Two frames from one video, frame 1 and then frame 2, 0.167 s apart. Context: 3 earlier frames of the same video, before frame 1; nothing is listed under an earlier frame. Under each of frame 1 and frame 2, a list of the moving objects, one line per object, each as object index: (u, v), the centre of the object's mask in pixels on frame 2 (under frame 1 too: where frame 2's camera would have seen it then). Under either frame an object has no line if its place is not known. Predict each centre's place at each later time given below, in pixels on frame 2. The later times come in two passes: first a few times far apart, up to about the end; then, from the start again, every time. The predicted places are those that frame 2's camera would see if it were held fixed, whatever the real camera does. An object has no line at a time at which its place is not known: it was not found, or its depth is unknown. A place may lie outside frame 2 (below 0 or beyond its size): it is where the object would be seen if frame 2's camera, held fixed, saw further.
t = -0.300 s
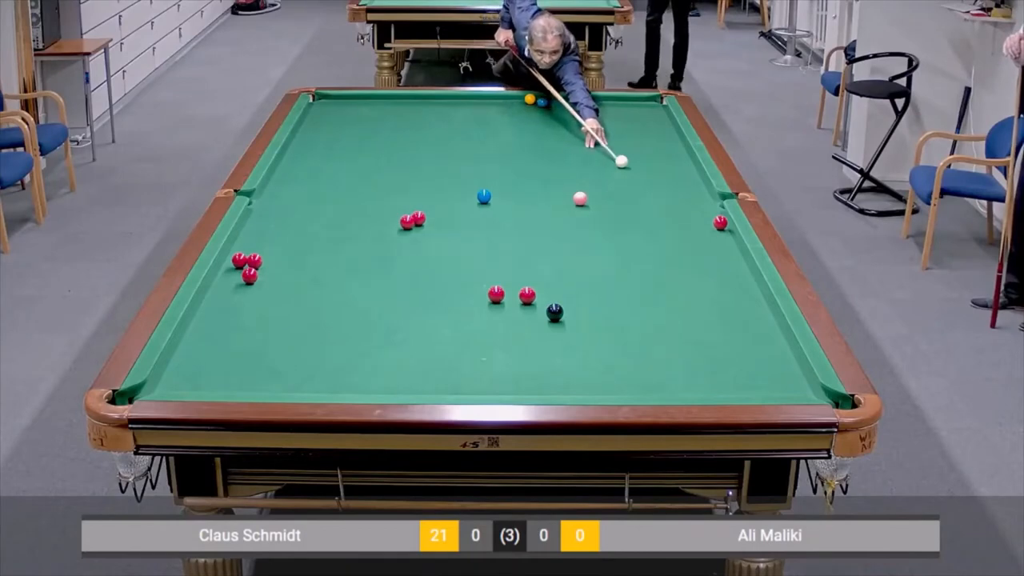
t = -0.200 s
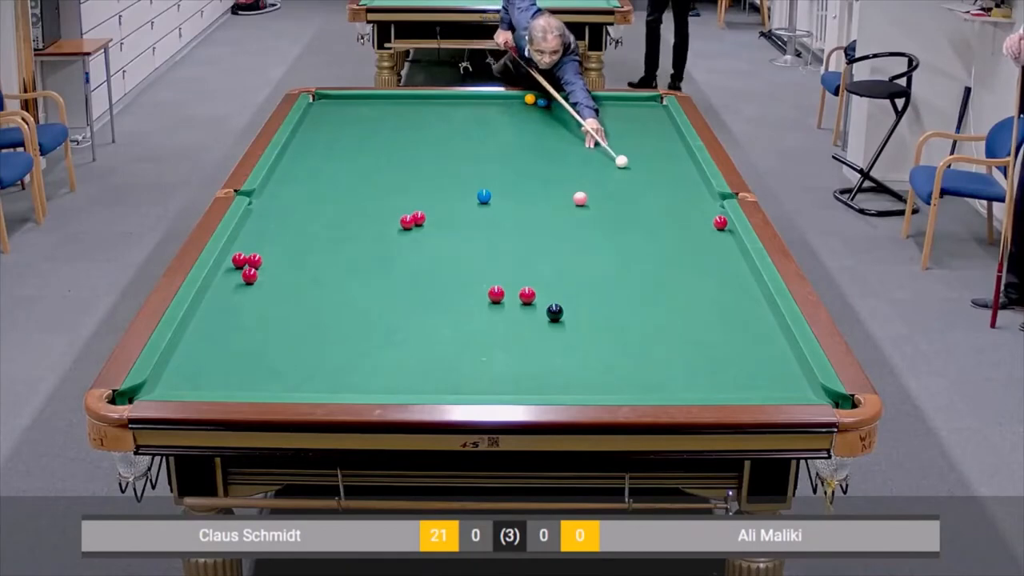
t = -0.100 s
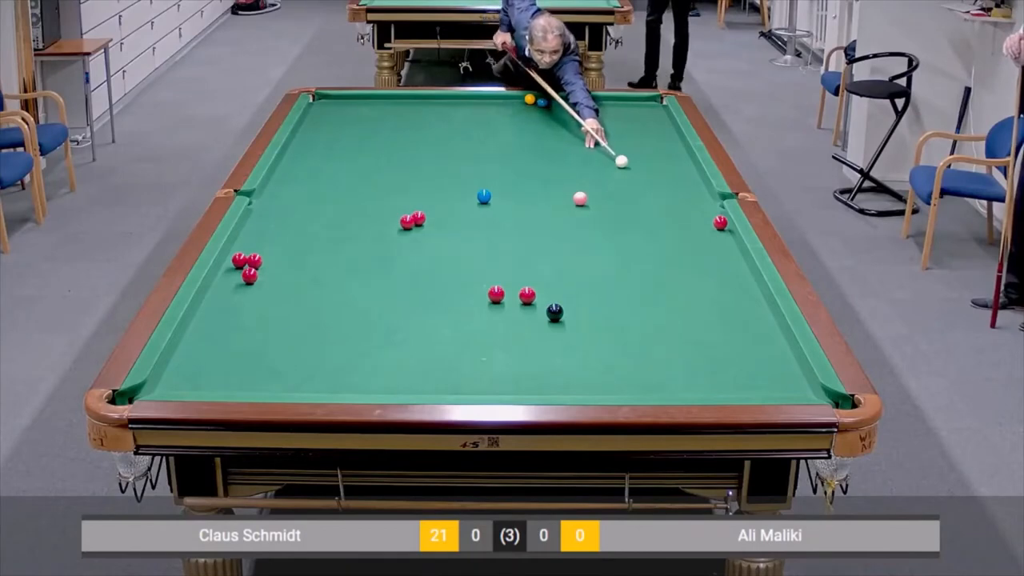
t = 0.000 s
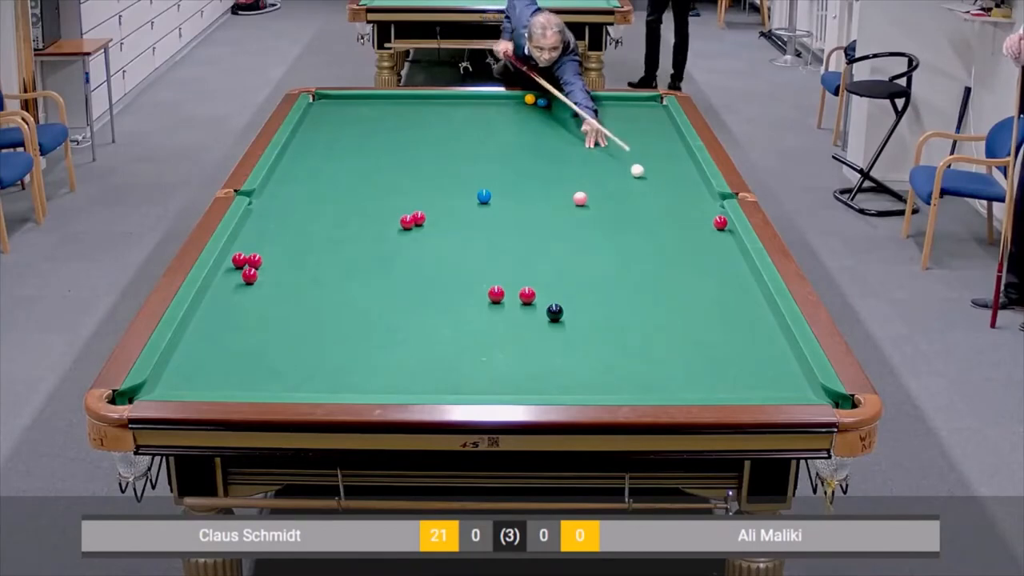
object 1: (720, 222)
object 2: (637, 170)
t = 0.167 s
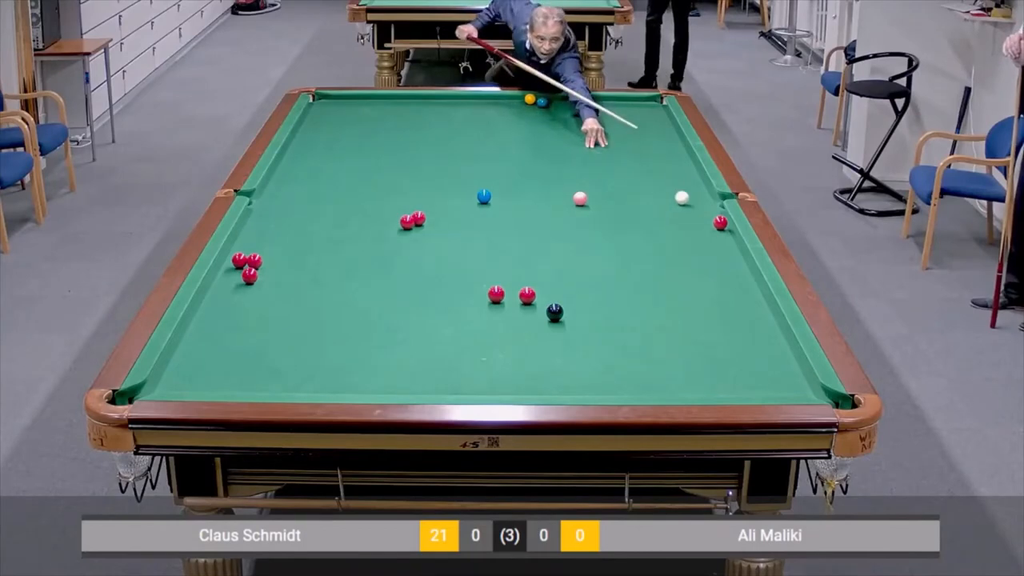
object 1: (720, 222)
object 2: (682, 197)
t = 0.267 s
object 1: (720, 222)
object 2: (709, 213)
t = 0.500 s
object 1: (732, 254)
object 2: (716, 219)
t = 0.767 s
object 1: (734, 289)
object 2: (705, 220)
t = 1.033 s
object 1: (735, 326)
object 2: (695, 222)
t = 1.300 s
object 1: (736, 369)
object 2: (686, 223)
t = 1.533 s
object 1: (728, 385)
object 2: (681, 224)
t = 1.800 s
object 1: (704, 359)
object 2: (675, 225)
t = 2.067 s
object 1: (683, 337)
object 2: (671, 225)
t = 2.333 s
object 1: (664, 318)
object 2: (669, 226)
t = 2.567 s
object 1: (649, 304)
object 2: (668, 226)
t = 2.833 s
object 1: (633, 289)
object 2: (668, 226)
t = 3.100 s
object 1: (619, 275)
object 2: (668, 226)
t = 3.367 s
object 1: (606, 263)
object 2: (668, 226)
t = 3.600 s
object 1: (596, 254)
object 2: (668, 226)
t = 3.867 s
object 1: (586, 245)
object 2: (668, 226)
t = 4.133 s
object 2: (668, 226)
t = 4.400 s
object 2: (668, 226)
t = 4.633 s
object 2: (668, 226)
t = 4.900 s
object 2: (668, 226)
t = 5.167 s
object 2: (668, 226)
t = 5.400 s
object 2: (668, 226)
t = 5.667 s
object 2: (668, 226)
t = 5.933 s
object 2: (668, 226)
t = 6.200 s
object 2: (668, 226)
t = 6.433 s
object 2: (668, 226)
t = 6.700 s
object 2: (668, 226)
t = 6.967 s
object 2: (668, 226)
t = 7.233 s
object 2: (668, 226)
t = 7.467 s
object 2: (668, 226)
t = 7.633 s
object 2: (668, 226)
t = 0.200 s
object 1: (720, 222)
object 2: (691, 203)
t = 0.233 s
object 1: (720, 222)
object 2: (700, 208)
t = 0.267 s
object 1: (720, 222)
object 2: (709, 213)
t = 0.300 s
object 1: (722, 224)
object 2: (715, 216)
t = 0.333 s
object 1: (727, 229)
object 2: (720, 218)
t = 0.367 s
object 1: (732, 235)
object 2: (723, 218)
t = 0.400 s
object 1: (732, 240)
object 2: (721, 218)
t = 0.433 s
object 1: (732, 245)
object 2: (719, 219)
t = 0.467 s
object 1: (732, 250)
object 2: (718, 219)
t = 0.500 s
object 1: (732, 254)
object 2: (716, 219)
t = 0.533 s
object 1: (733, 259)
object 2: (715, 219)
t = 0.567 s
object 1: (733, 263)
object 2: (713, 219)
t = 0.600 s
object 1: (733, 268)
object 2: (712, 219)
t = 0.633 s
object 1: (733, 272)
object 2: (710, 220)
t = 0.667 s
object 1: (733, 276)
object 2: (709, 220)
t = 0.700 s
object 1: (733, 280)
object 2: (707, 220)
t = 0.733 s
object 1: (733, 285)
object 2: (706, 220)
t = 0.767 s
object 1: (734, 289)
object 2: (705, 220)
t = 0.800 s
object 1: (734, 293)
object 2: (703, 221)
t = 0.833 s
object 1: (734, 298)
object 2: (702, 221)
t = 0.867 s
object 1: (734, 303)
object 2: (701, 221)
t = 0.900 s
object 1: (734, 307)
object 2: (699, 221)
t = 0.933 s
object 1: (734, 312)
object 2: (698, 221)
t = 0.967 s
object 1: (734, 317)
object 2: (697, 222)
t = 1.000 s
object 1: (735, 322)
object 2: (696, 222)
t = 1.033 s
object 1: (735, 326)
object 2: (695, 222)
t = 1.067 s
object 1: (735, 331)
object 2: (694, 222)
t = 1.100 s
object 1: (735, 337)
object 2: (692, 222)
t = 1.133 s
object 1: (735, 342)
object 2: (691, 222)
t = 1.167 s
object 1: (735, 347)
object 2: (690, 223)
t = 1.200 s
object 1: (736, 352)
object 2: (689, 223)
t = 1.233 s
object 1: (736, 358)
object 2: (688, 223)
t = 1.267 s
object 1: (736, 363)
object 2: (687, 223)
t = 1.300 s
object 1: (736, 369)
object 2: (686, 223)
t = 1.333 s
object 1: (736, 374)
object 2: (685, 223)
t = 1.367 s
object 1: (736, 380)
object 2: (685, 223)
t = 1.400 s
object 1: (736, 385)
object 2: (684, 224)
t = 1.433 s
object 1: (736, 389)
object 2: (683, 224)
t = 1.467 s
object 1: (736, 391)
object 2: (682, 224)
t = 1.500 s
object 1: (732, 388)
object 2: (681, 224)
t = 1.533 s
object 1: (728, 385)
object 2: (681, 224)
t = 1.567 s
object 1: (725, 381)
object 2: (680, 224)
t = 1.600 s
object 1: (722, 377)
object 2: (679, 224)
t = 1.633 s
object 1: (718, 374)
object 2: (678, 224)
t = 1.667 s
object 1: (715, 370)
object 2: (678, 224)
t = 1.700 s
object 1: (712, 367)
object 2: (677, 224)
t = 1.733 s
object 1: (710, 365)
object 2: (676, 224)
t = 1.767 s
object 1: (707, 362)
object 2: (676, 225)
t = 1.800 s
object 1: (704, 359)
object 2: (675, 225)
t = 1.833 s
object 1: (701, 356)
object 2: (674, 225)
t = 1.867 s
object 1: (699, 353)
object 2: (674, 225)
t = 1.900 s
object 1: (696, 350)
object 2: (673, 225)
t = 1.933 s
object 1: (693, 348)
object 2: (673, 225)
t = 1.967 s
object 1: (691, 345)
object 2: (672, 225)
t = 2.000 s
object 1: (688, 342)
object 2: (672, 225)
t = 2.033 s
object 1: (685, 340)
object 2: (671, 225)
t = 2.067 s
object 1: (683, 337)
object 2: (671, 225)
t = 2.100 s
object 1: (681, 335)
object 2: (671, 225)
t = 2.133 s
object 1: (678, 333)
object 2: (670, 225)
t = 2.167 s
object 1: (676, 330)
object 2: (670, 225)
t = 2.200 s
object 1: (673, 328)
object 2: (670, 225)
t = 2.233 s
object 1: (671, 325)
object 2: (669, 225)
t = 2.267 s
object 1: (669, 323)
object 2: (669, 225)
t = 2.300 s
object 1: (666, 321)
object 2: (669, 226)
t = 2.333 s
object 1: (664, 318)
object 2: (669, 226)
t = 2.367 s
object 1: (662, 316)
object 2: (669, 226)
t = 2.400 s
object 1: (660, 314)
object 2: (668, 226)
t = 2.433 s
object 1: (657, 312)
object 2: (668, 226)
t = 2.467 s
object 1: (655, 310)
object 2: (668, 226)
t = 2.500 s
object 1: (653, 308)
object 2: (668, 226)
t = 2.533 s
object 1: (651, 306)
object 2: (668, 226)
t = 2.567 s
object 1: (649, 304)
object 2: (668, 226)
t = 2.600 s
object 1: (647, 302)
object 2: (668, 226)
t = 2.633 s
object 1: (645, 300)
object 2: (668, 226)
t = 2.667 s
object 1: (643, 298)
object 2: (668, 226)
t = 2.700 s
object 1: (641, 296)
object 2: (668, 226)
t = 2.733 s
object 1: (639, 294)
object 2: (668, 226)
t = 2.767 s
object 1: (637, 292)
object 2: (668, 226)
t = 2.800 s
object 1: (635, 290)
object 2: (668, 226)
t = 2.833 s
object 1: (633, 289)
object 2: (668, 226)
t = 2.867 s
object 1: (631, 287)
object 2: (668, 226)
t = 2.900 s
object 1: (630, 285)
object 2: (668, 226)
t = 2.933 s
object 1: (628, 283)
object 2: (668, 226)
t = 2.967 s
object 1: (626, 282)
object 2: (668, 226)
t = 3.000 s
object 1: (624, 280)
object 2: (668, 226)
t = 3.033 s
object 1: (623, 278)
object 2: (668, 226)
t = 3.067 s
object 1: (621, 277)
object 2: (668, 226)
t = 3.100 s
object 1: (619, 275)
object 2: (668, 226)
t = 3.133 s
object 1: (618, 274)
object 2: (668, 226)
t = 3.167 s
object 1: (616, 272)
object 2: (668, 226)
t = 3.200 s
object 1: (614, 271)
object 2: (668, 226)
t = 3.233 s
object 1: (613, 269)
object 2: (668, 226)
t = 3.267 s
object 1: (611, 268)
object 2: (668, 226)
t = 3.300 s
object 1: (609, 266)
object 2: (668, 226)
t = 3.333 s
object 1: (608, 265)
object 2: (668, 226)
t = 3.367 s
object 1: (606, 263)
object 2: (668, 226)
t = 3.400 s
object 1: (605, 262)
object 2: (668, 226)
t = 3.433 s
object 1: (604, 261)
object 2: (668, 226)
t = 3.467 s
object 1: (602, 259)
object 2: (668, 226)
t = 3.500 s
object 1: (601, 258)
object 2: (668, 226)
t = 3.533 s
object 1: (599, 257)
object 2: (668, 226)
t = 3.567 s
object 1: (598, 255)
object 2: (668, 226)
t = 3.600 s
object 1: (596, 254)
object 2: (668, 226)
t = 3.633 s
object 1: (595, 253)
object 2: (668, 226)
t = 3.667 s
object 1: (594, 252)
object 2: (668, 226)
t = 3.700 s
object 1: (593, 250)
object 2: (668, 226)
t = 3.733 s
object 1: (591, 249)
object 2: (668, 226)
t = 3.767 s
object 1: (590, 248)
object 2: (668, 226)
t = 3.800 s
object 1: (589, 247)
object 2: (668, 226)
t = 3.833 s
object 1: (588, 246)
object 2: (668, 226)
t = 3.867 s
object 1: (586, 245)
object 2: (668, 226)
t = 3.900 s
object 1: (585, 243)
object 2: (668, 226)
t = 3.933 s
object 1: (584, 242)
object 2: (668, 226)
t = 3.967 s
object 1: (583, 241)
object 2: (668, 226)
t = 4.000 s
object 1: (582, 240)
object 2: (668, 226)
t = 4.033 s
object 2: (668, 226)
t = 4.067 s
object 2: (668, 226)
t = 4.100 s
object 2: (668, 226)
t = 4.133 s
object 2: (668, 226)
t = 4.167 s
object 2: (668, 226)
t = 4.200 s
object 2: (668, 226)
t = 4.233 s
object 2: (668, 226)
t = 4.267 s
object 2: (668, 226)
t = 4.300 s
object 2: (668, 226)
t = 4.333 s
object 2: (668, 226)
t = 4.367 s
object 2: (668, 226)
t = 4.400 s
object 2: (668, 226)
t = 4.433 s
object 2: (668, 226)
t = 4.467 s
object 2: (668, 226)
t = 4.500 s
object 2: (668, 226)
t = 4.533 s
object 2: (668, 226)
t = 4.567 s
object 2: (668, 226)
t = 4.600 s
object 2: (668, 226)
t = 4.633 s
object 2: (668, 226)
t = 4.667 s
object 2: (668, 226)
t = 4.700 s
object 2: (668, 226)
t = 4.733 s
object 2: (668, 226)
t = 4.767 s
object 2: (668, 226)
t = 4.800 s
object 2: (668, 226)
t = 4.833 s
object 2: (668, 226)
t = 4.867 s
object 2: (668, 226)
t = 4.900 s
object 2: (668, 226)
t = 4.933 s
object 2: (668, 226)
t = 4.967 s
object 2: (668, 226)
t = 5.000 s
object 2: (668, 226)
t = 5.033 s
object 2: (668, 226)
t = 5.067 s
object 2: (668, 226)
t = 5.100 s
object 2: (668, 226)
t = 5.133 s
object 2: (668, 226)
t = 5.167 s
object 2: (668, 226)
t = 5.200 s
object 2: (668, 226)
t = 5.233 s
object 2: (668, 226)
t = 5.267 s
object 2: (668, 226)
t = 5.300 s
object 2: (668, 226)
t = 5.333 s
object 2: (668, 226)
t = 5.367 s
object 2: (668, 226)
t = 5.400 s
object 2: (668, 226)
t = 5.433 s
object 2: (668, 226)
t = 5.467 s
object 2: (668, 226)
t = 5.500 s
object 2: (668, 226)
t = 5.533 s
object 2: (668, 226)
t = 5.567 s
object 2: (668, 226)
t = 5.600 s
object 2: (668, 226)
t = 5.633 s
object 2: (668, 226)
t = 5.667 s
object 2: (668, 226)
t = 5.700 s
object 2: (668, 226)
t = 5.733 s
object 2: (668, 226)
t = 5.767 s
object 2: (668, 226)
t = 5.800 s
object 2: (668, 226)
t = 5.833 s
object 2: (668, 226)
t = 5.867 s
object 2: (668, 226)
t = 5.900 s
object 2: (668, 226)
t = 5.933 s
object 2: (668, 226)
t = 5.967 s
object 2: (668, 226)
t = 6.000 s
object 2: (668, 226)
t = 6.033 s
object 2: (668, 226)
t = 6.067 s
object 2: (668, 226)
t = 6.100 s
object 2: (668, 226)
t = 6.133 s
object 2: (668, 226)
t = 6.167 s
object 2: (668, 226)
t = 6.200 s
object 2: (668, 226)
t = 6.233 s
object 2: (668, 226)
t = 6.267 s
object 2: (668, 226)
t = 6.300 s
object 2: (668, 226)
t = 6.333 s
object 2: (668, 226)
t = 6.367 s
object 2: (668, 226)
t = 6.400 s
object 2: (668, 226)
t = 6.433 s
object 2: (668, 226)
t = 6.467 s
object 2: (668, 226)
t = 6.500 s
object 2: (668, 226)
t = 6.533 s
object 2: (668, 226)
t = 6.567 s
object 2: (668, 226)
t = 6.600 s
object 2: (668, 226)
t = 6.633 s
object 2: (668, 226)
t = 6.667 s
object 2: (668, 226)
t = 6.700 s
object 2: (668, 226)
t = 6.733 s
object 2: (668, 226)
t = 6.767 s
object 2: (668, 226)
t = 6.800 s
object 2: (668, 226)
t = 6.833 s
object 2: (668, 226)
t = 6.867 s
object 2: (668, 226)
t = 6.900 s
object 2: (668, 226)
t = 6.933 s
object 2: (668, 226)
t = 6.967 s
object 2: (668, 226)
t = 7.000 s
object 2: (668, 226)
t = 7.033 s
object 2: (668, 226)
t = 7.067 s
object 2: (668, 226)
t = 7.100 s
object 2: (668, 226)
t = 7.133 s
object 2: (668, 226)
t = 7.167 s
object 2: (668, 226)
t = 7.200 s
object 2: (668, 226)
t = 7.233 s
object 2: (668, 226)
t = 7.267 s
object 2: (668, 226)
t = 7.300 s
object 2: (668, 226)
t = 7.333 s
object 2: (668, 226)
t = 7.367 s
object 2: (668, 226)
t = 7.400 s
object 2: (668, 226)
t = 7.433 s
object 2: (668, 226)
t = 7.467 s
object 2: (668, 226)
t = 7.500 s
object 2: (668, 226)
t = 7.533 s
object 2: (668, 226)
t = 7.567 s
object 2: (668, 226)
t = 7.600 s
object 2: (668, 226)
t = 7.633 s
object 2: (668, 226)
